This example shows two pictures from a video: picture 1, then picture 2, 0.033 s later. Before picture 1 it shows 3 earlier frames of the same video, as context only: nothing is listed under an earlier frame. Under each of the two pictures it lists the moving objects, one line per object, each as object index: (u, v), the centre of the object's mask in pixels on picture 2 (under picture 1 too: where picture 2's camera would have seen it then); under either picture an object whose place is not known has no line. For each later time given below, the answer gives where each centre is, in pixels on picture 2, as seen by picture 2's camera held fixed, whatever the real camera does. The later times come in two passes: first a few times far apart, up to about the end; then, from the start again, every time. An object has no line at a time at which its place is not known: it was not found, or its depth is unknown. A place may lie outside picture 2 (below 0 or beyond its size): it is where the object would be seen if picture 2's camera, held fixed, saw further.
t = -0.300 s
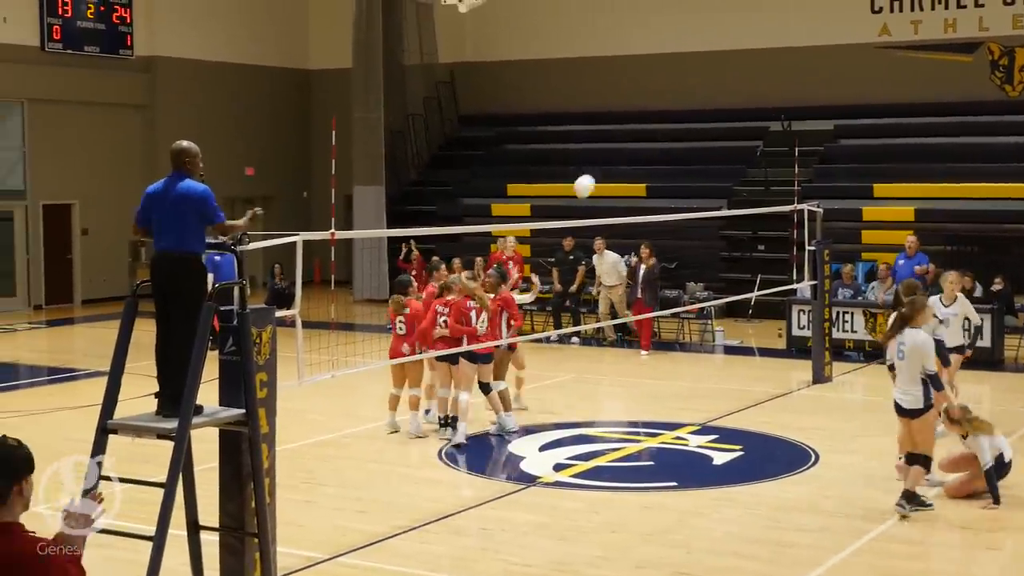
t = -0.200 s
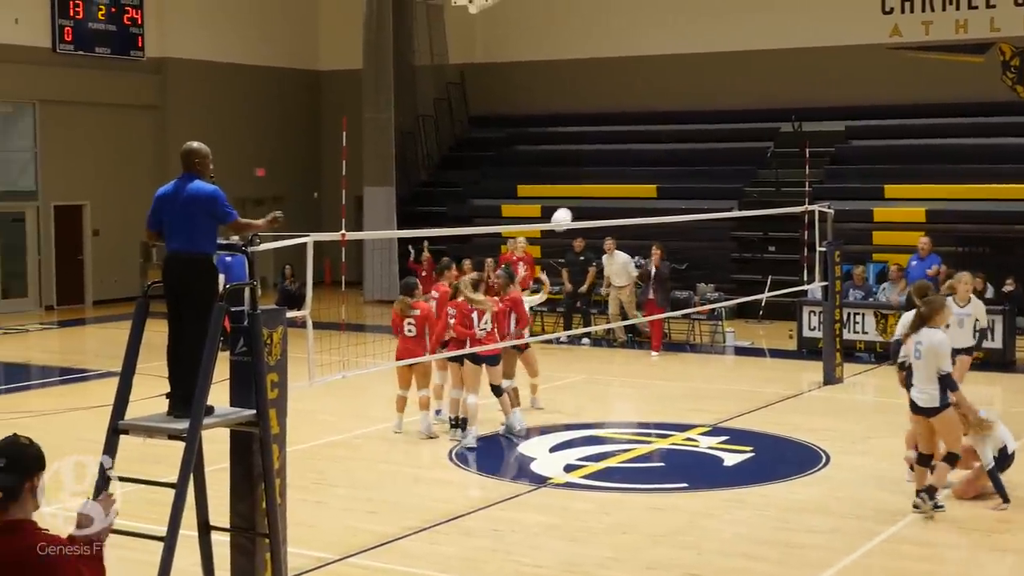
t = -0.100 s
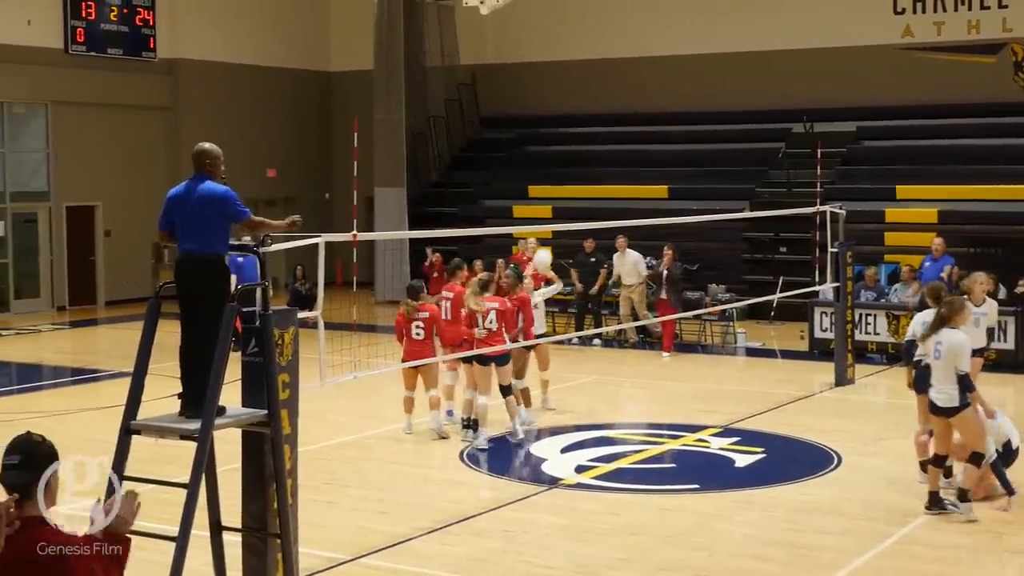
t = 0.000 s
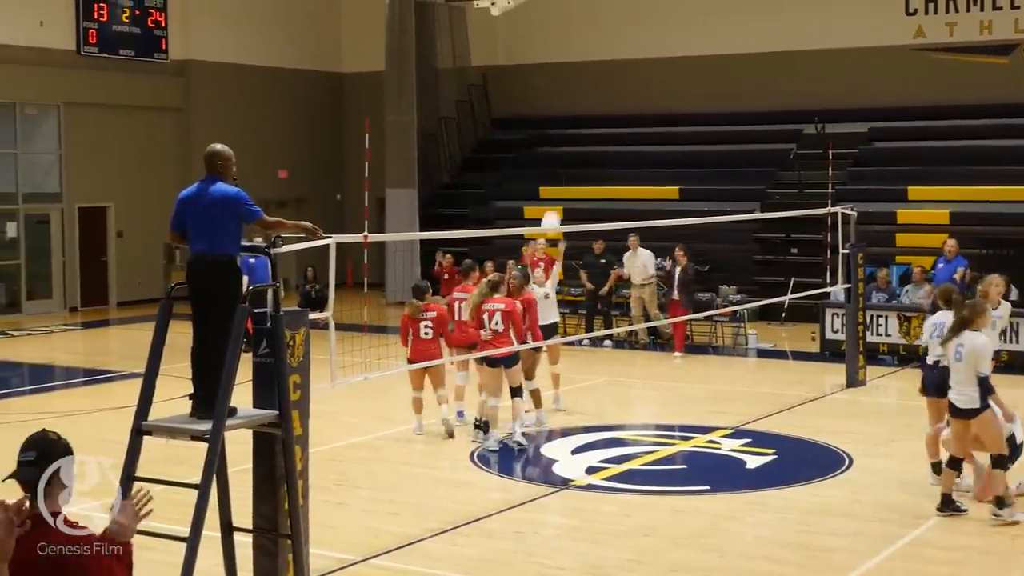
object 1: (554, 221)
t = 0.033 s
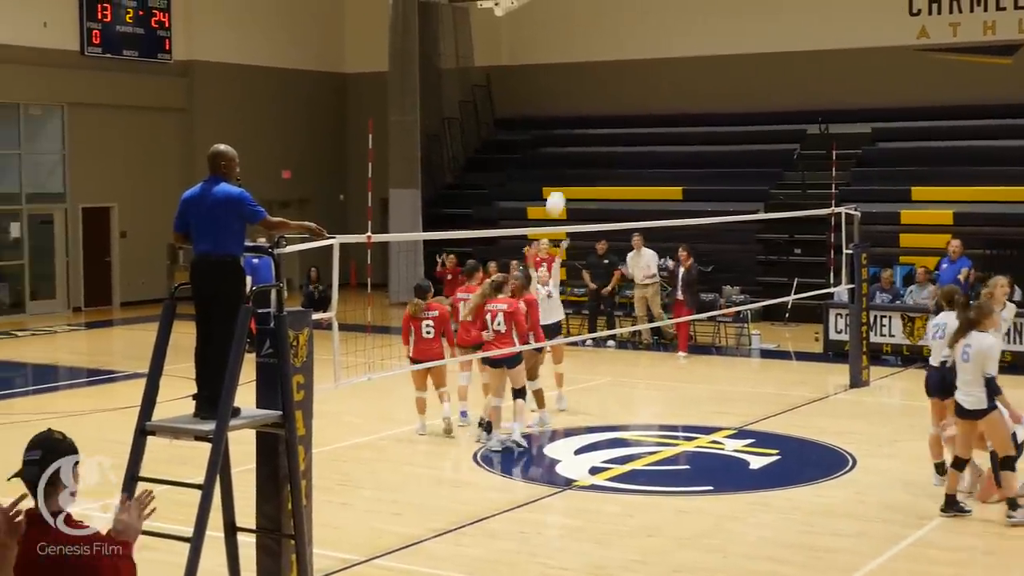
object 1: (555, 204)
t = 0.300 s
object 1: (571, 78)
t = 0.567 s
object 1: (588, 13)
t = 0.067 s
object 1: (557, 184)
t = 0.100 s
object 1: (559, 166)
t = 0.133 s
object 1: (561, 149)
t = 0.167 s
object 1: (563, 133)
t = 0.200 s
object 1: (565, 118)
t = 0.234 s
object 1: (567, 103)
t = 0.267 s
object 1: (569, 90)
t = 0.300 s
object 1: (571, 78)
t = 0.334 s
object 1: (573, 66)
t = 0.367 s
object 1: (576, 56)
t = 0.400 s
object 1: (577, 46)
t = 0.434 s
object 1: (580, 38)
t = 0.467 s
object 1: (582, 30)
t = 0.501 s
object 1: (584, 24)
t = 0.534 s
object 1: (586, 18)
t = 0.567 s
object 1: (588, 13)
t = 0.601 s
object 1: (591, 10)
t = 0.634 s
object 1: (593, 7)
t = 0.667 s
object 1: (595, 6)
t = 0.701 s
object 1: (598, 5)
